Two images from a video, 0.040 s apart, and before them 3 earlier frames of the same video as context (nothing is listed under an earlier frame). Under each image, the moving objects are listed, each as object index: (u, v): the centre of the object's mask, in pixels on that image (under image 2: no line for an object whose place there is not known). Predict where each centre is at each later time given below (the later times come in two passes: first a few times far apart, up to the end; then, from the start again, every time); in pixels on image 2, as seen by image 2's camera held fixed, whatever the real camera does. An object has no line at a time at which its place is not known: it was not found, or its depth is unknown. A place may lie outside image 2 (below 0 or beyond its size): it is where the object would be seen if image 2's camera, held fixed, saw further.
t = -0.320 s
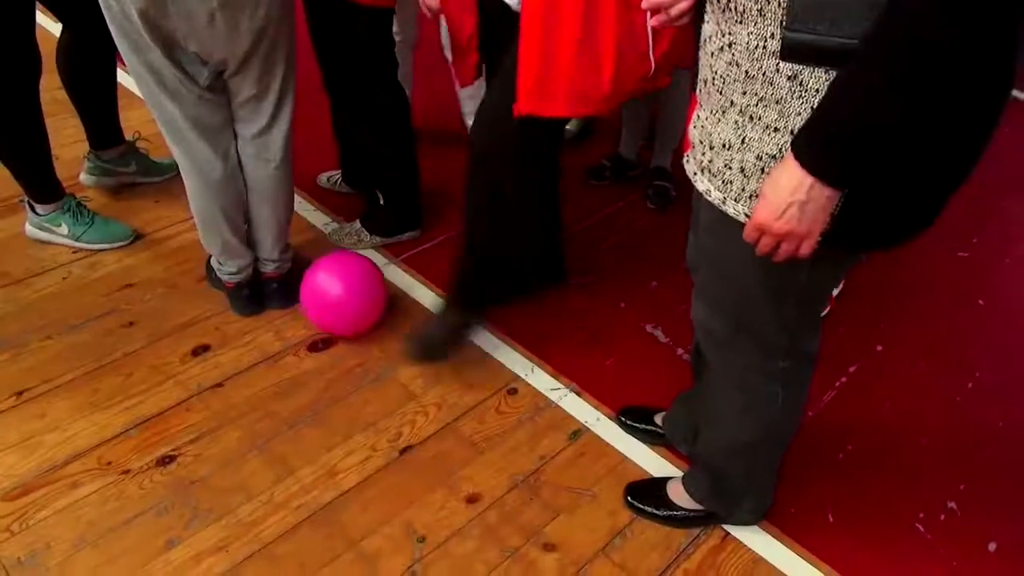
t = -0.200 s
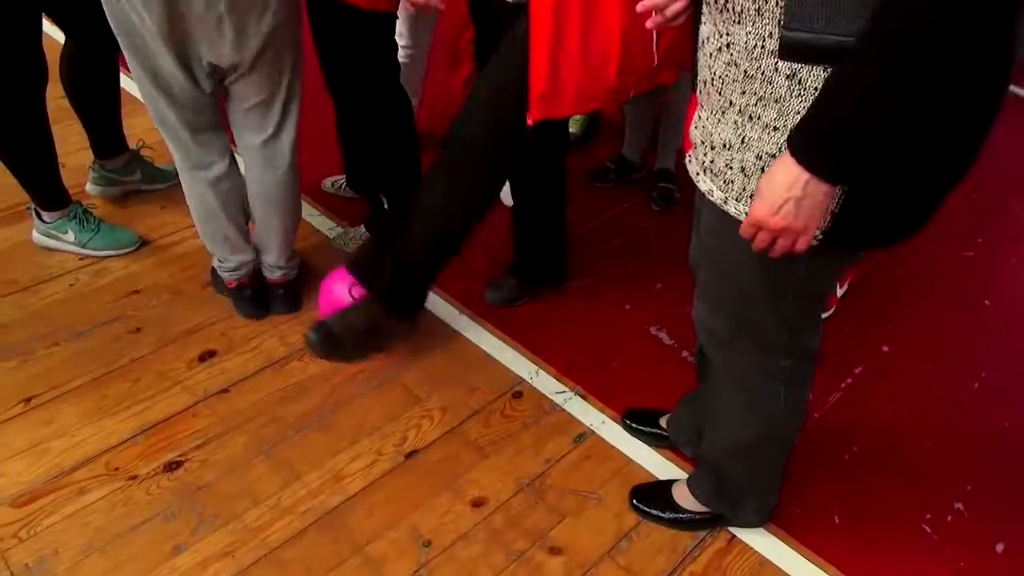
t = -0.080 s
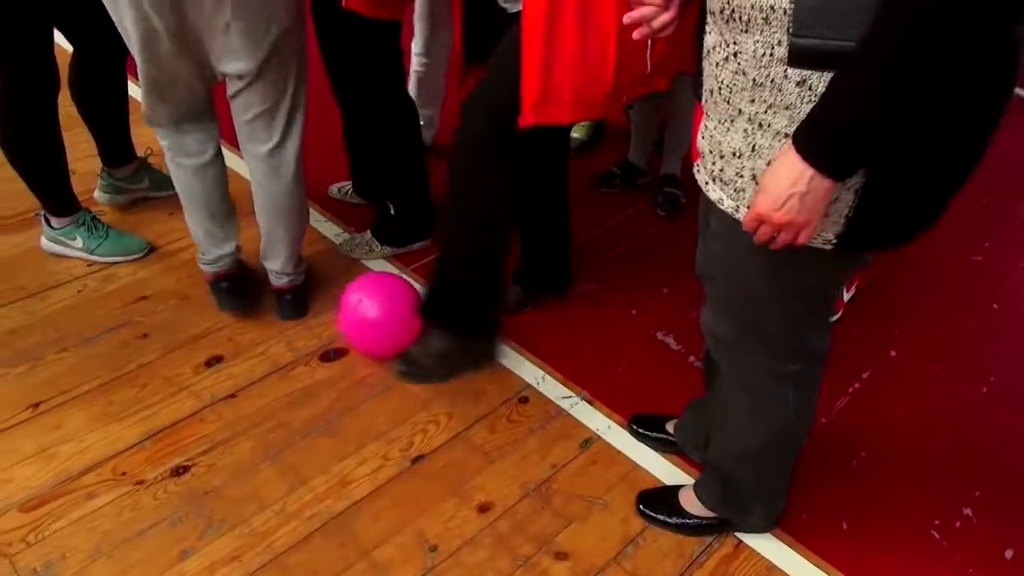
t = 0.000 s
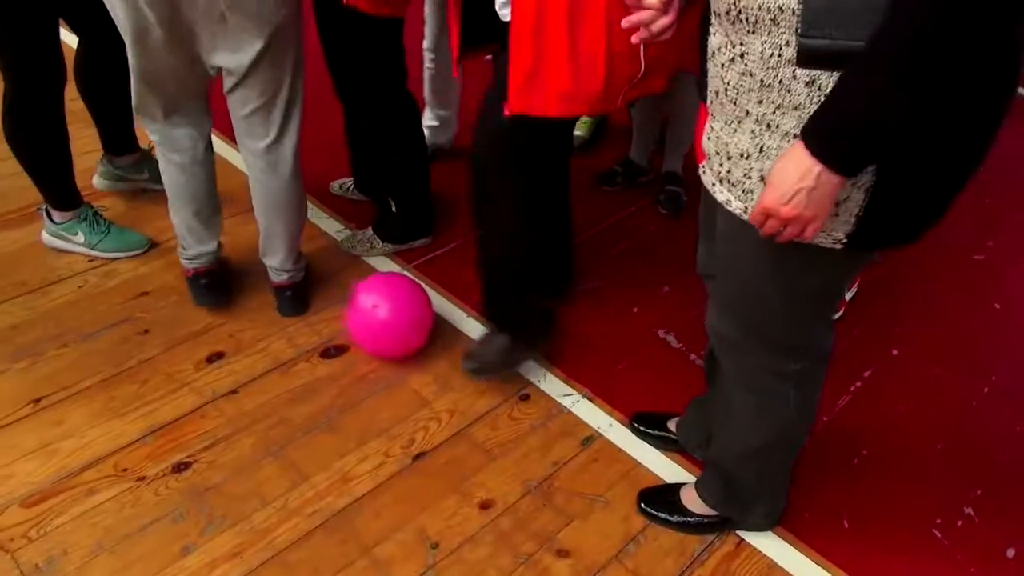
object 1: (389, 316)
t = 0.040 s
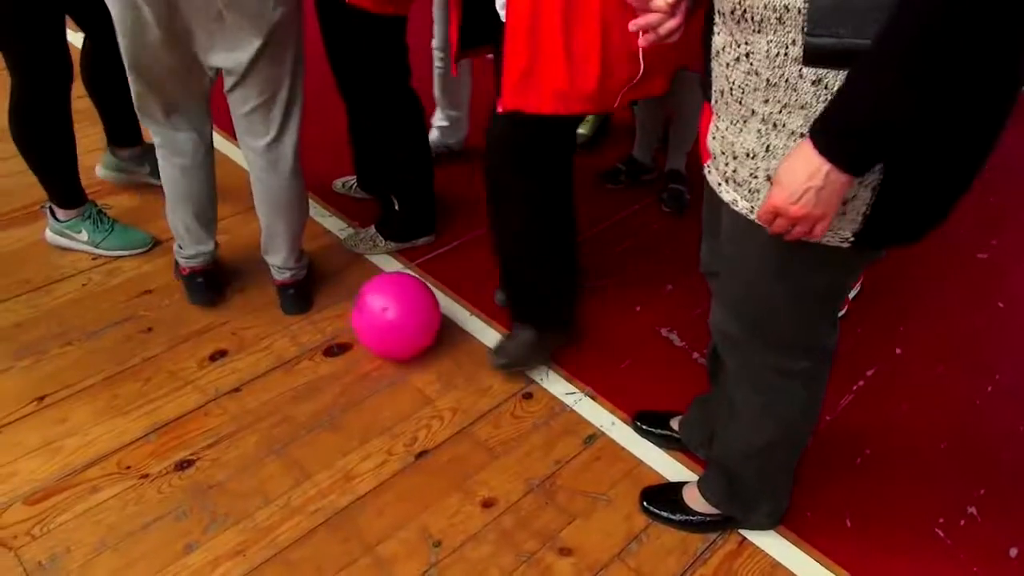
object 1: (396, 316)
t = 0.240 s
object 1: (413, 324)
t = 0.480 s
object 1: (423, 330)
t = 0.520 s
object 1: (424, 330)
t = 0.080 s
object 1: (400, 318)
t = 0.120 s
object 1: (403, 320)
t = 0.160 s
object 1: (407, 321)
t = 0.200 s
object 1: (410, 323)
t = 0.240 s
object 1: (413, 324)
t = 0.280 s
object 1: (415, 325)
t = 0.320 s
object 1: (417, 326)
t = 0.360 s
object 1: (420, 327)
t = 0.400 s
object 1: (423, 327)
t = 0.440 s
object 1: (423, 329)
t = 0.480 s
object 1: (423, 330)
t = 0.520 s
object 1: (424, 330)
